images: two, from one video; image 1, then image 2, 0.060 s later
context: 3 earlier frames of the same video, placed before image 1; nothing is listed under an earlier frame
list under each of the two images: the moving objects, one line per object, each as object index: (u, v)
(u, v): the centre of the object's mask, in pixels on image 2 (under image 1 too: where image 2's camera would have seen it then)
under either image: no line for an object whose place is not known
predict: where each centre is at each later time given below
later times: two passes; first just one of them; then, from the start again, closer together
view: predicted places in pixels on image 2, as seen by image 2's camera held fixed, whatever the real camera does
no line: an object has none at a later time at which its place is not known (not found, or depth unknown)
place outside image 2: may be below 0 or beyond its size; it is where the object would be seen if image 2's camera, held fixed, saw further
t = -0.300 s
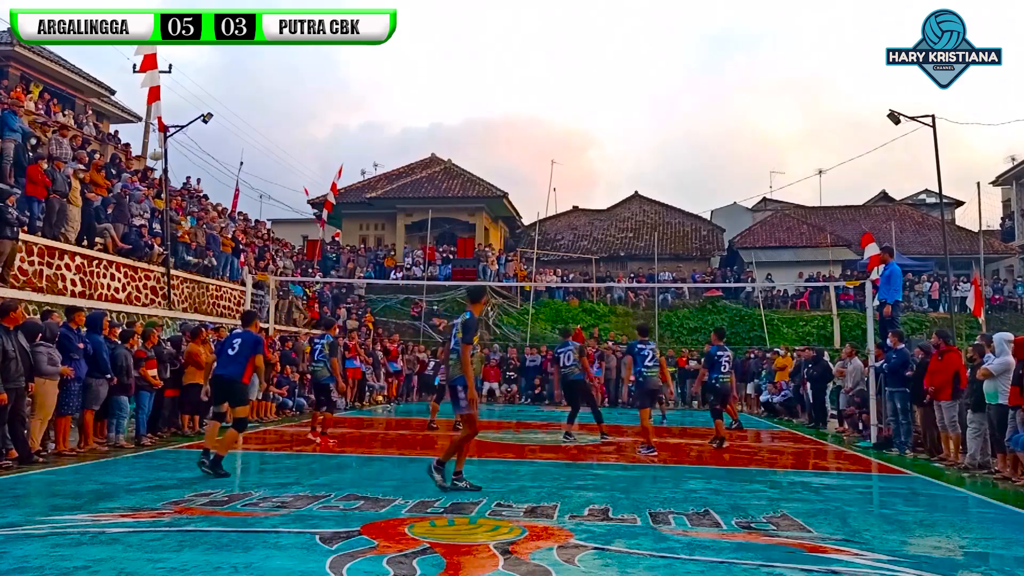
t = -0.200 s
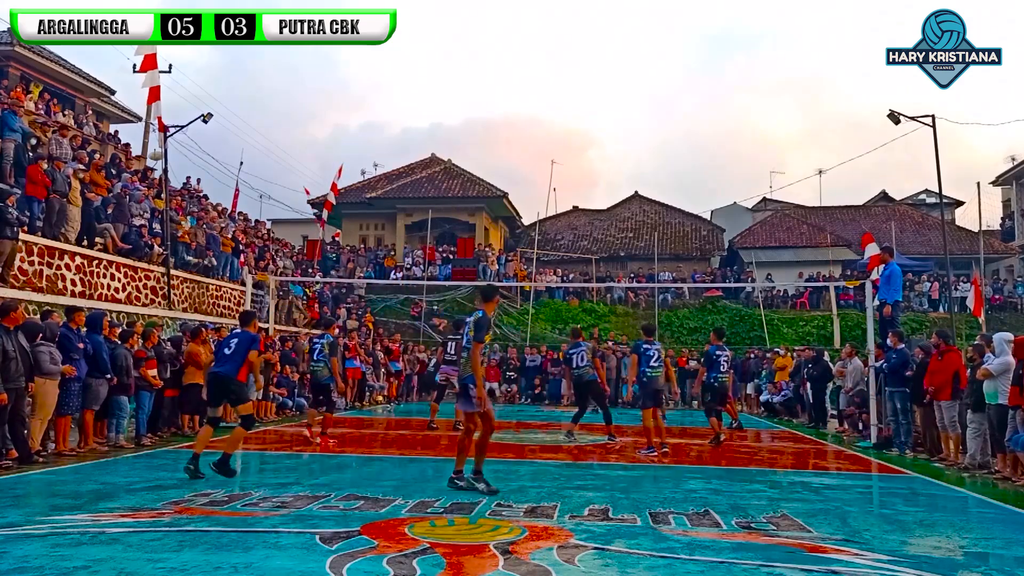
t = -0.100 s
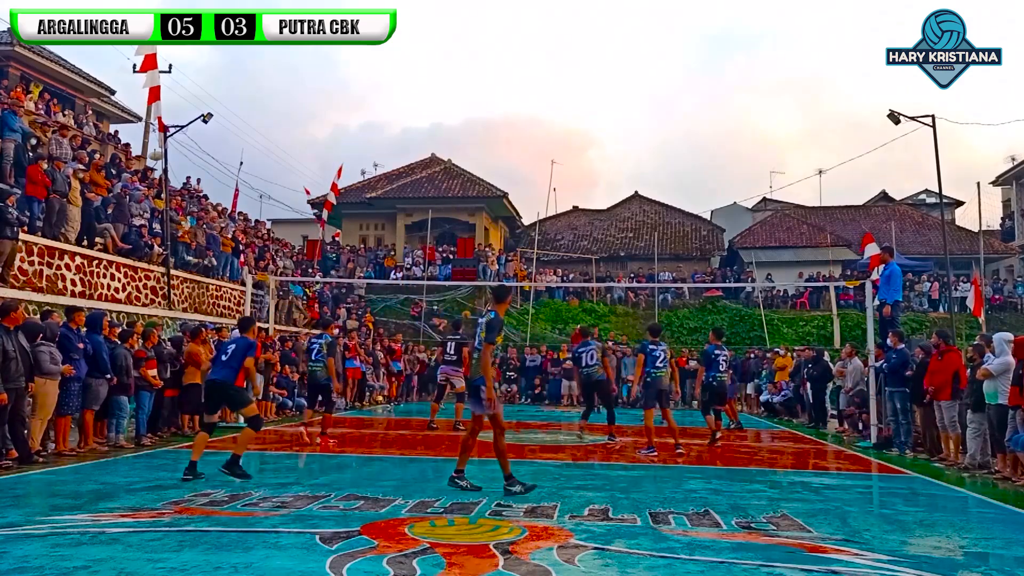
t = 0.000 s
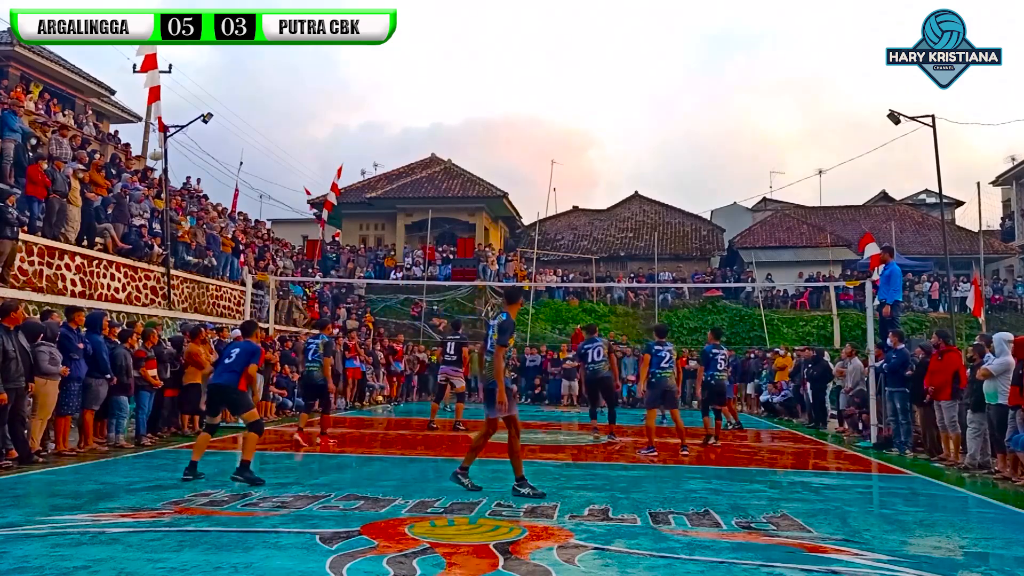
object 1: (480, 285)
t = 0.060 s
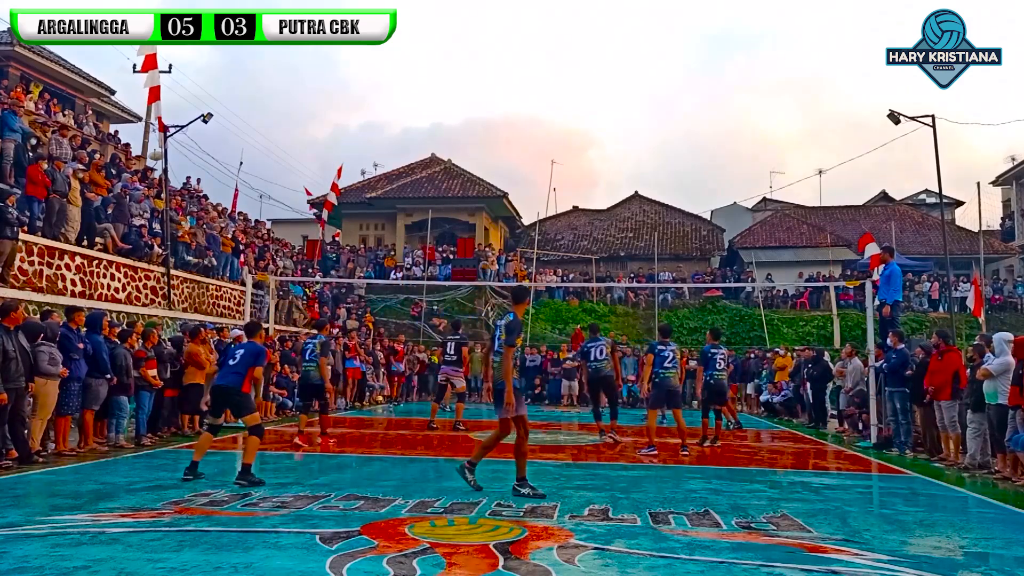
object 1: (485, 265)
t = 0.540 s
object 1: (540, 186)
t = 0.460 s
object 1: (530, 193)
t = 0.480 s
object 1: (533, 191)
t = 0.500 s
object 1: (535, 189)
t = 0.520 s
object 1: (538, 187)
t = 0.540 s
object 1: (540, 186)
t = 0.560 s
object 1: (543, 185)
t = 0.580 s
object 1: (545, 184)
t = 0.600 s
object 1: (548, 183)
